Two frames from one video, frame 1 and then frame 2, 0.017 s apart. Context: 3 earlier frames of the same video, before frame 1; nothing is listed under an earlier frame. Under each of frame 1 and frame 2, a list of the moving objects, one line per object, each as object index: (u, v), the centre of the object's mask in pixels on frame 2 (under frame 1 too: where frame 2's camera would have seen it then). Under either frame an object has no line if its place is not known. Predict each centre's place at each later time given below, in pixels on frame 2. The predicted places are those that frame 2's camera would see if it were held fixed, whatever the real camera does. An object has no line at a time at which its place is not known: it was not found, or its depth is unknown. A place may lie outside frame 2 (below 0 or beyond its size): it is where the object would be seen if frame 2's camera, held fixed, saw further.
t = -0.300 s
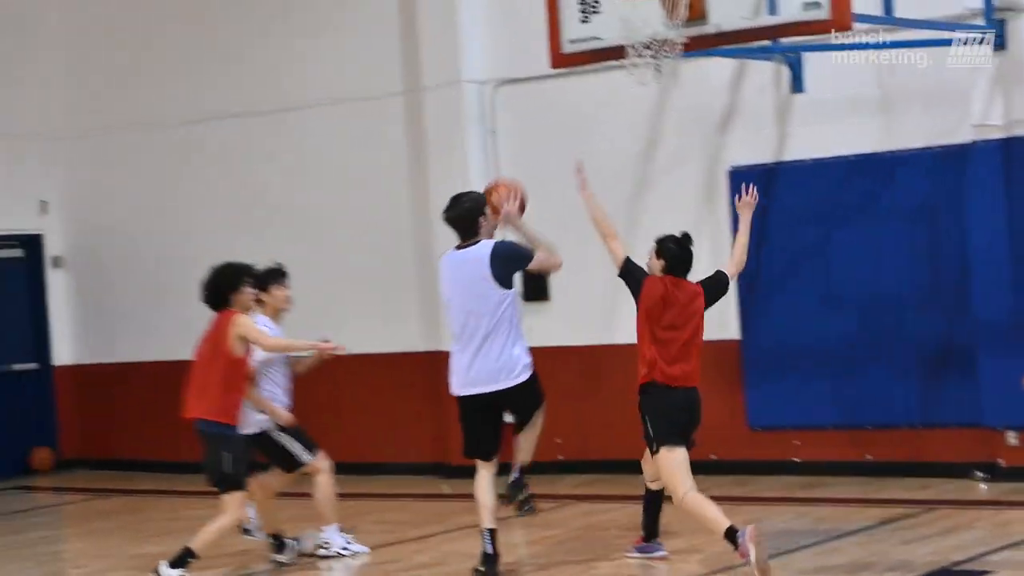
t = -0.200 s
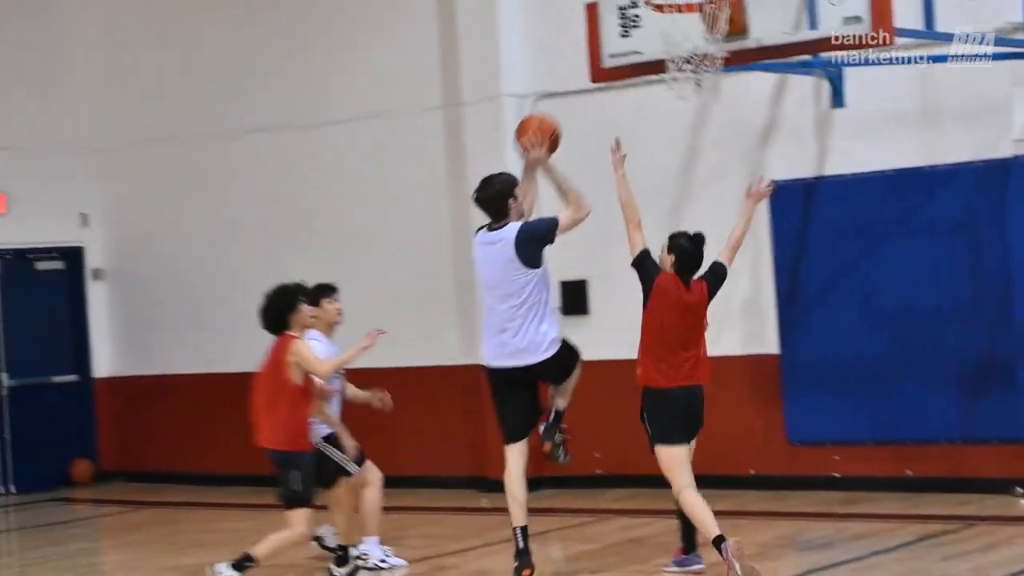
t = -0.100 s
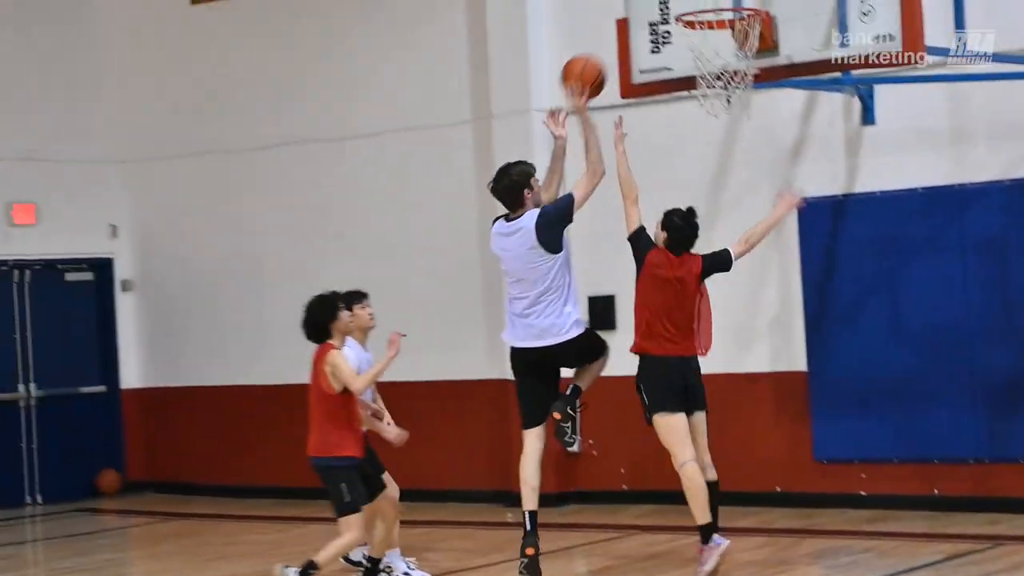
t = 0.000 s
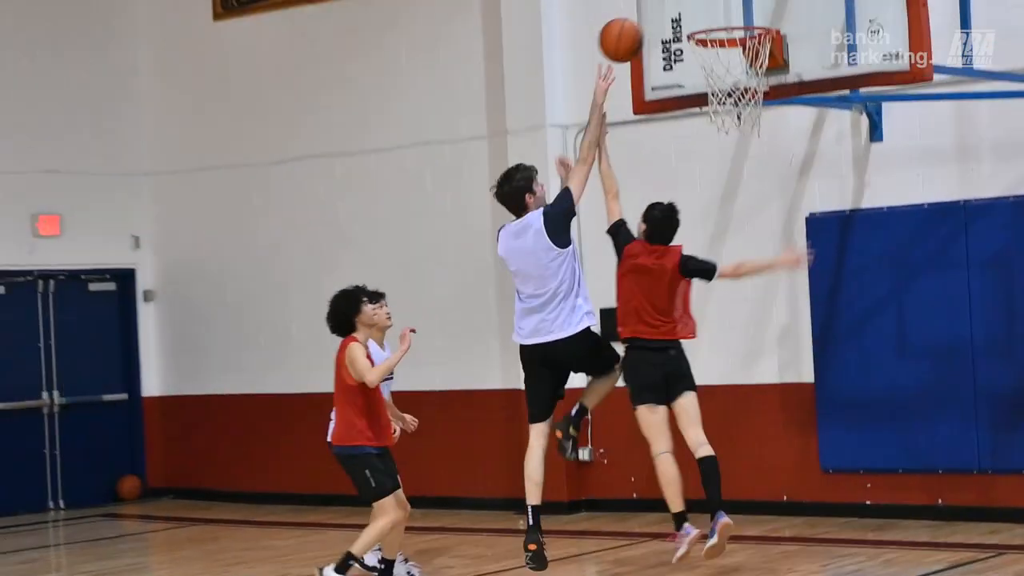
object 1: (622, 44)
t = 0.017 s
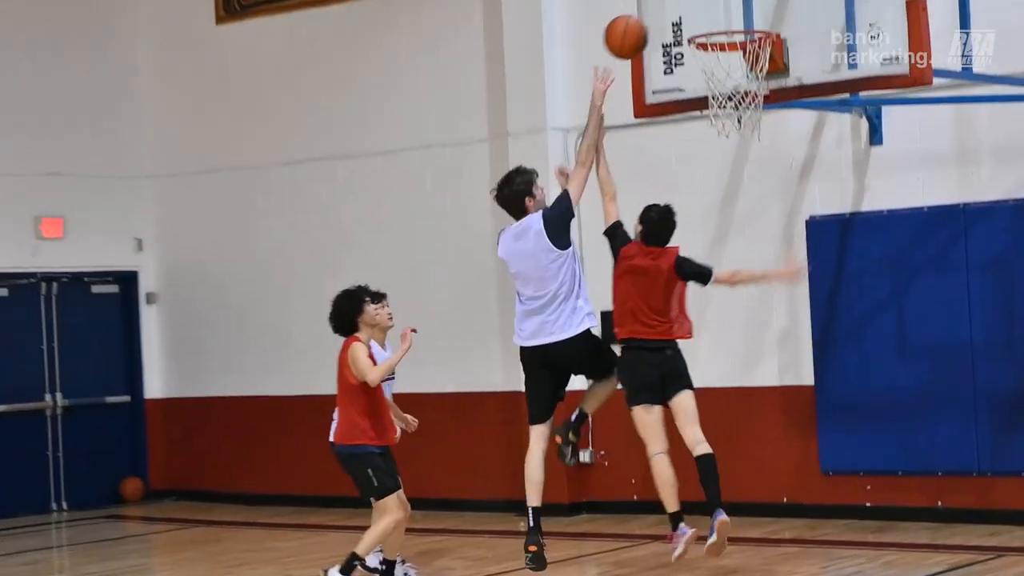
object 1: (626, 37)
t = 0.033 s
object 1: (631, 29)
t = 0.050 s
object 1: (635, 23)
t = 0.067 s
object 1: (639, 18)
